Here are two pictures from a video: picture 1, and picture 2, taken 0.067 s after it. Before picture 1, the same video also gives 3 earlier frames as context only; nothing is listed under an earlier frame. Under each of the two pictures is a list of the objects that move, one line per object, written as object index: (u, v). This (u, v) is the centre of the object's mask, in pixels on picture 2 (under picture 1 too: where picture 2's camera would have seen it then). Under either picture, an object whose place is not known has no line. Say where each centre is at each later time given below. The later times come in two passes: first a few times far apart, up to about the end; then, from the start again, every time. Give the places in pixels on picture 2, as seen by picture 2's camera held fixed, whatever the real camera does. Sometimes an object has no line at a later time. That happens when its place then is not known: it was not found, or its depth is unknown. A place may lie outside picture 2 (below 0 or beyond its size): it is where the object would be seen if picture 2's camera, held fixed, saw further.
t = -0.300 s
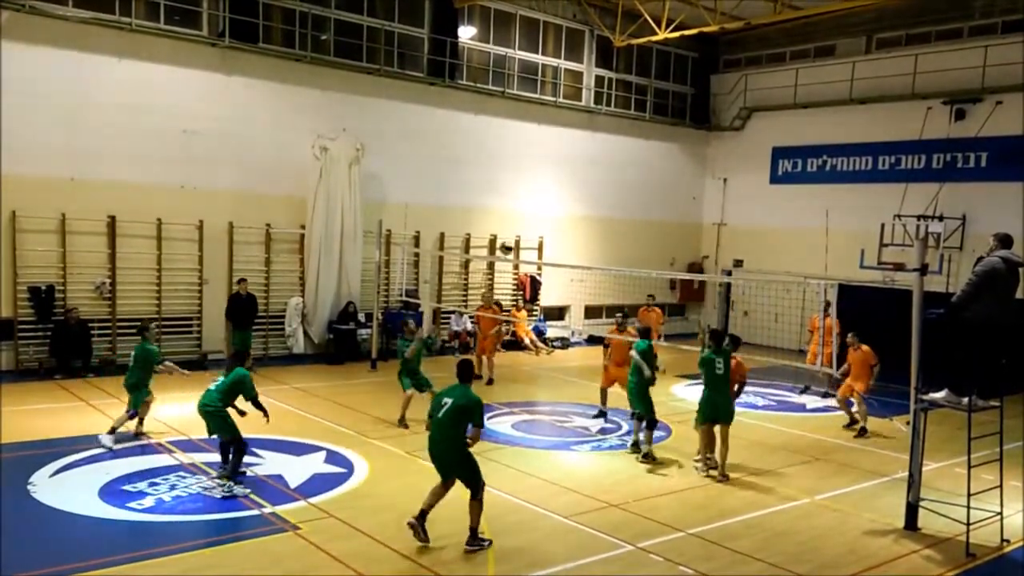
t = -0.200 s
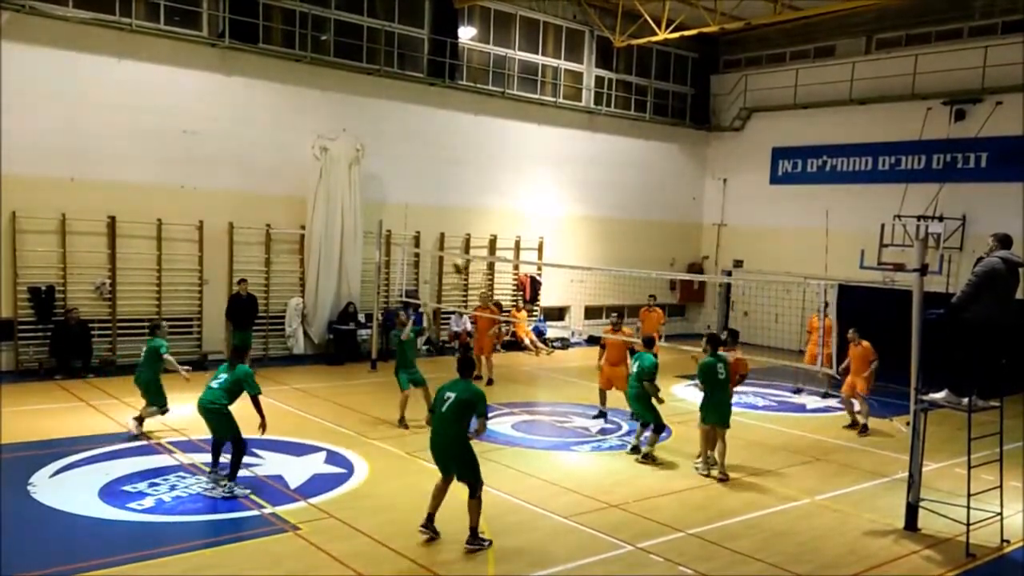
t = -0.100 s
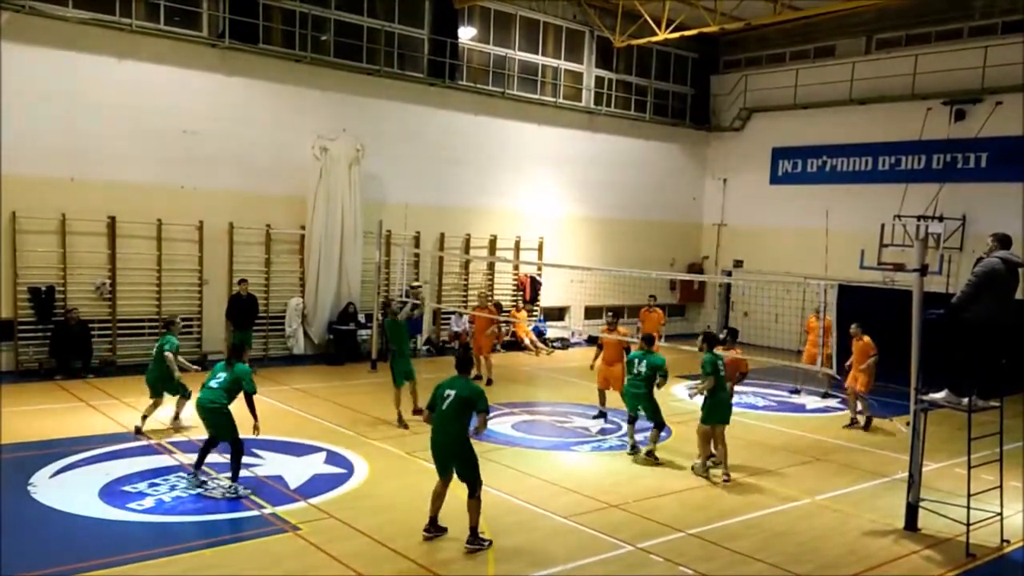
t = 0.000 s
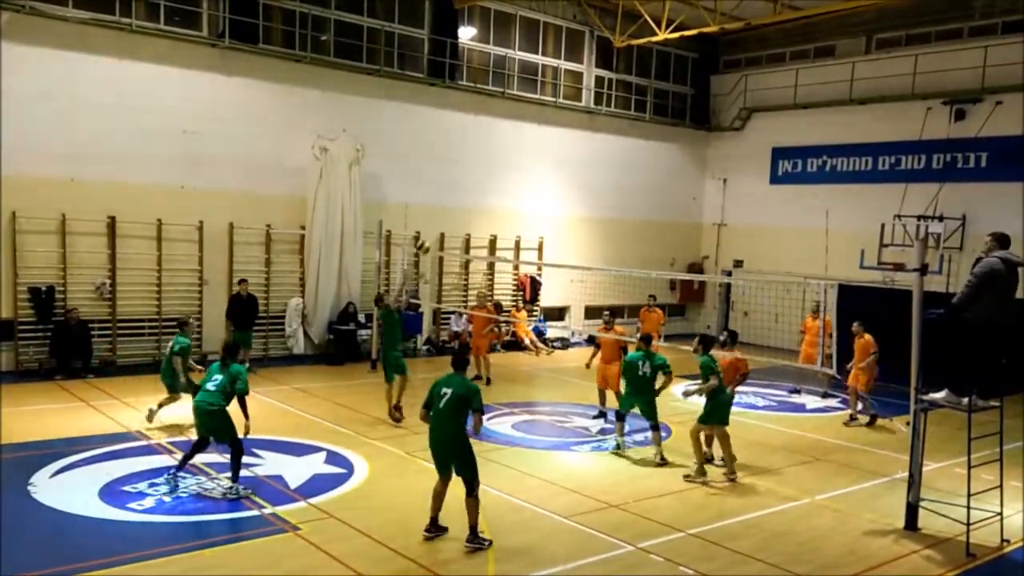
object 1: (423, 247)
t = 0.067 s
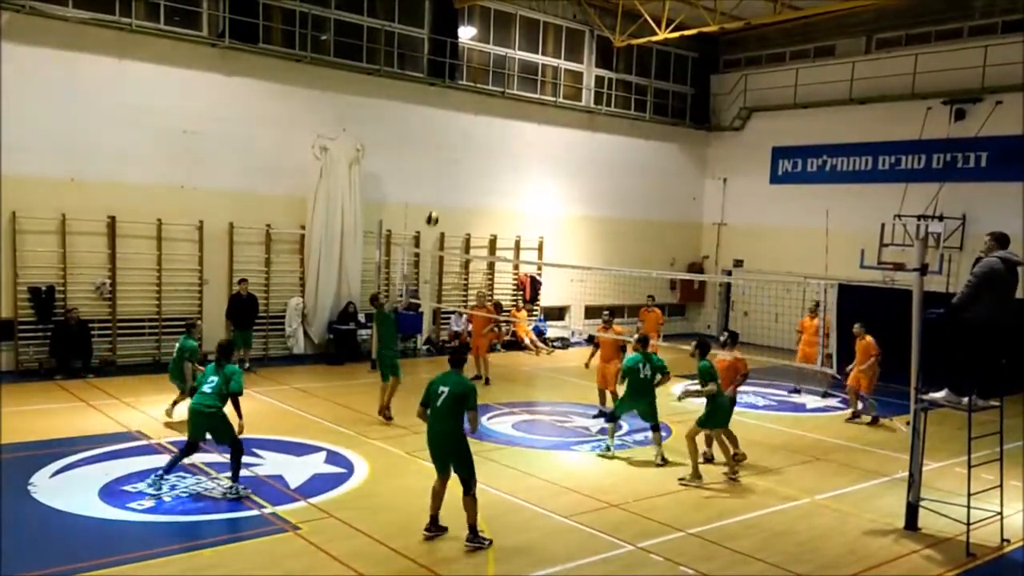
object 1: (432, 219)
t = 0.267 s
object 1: (456, 154)
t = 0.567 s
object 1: (492, 108)
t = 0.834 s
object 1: (520, 121)
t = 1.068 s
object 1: (544, 178)
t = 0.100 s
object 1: (436, 206)
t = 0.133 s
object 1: (440, 194)
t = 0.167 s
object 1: (444, 183)
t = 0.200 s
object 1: (448, 172)
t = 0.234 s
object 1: (452, 163)
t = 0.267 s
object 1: (456, 154)
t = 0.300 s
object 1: (460, 147)
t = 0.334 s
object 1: (465, 138)
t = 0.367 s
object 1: (468, 131)
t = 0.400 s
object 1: (472, 125)
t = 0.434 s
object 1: (476, 120)
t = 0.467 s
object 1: (480, 116)
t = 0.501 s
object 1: (484, 112)
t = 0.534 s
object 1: (487, 109)
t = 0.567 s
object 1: (492, 108)
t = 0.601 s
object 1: (495, 107)
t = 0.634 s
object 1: (500, 106)
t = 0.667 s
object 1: (503, 106)
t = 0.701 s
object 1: (506, 107)
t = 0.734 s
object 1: (510, 109)
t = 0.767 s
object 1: (513, 113)
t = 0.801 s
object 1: (517, 117)
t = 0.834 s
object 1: (520, 121)
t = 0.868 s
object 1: (524, 127)
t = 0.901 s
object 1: (528, 135)
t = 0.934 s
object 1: (531, 142)
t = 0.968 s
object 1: (534, 150)
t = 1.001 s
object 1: (538, 159)
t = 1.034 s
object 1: (541, 168)
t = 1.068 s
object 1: (544, 178)
